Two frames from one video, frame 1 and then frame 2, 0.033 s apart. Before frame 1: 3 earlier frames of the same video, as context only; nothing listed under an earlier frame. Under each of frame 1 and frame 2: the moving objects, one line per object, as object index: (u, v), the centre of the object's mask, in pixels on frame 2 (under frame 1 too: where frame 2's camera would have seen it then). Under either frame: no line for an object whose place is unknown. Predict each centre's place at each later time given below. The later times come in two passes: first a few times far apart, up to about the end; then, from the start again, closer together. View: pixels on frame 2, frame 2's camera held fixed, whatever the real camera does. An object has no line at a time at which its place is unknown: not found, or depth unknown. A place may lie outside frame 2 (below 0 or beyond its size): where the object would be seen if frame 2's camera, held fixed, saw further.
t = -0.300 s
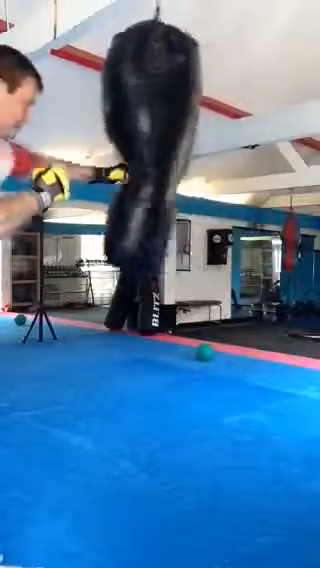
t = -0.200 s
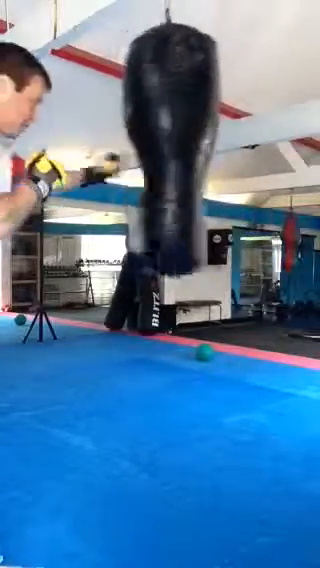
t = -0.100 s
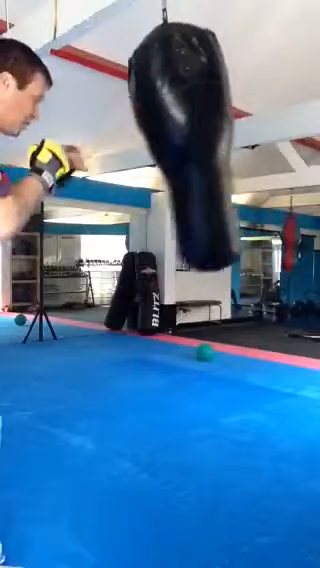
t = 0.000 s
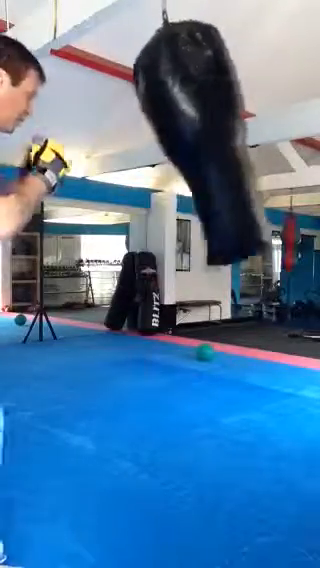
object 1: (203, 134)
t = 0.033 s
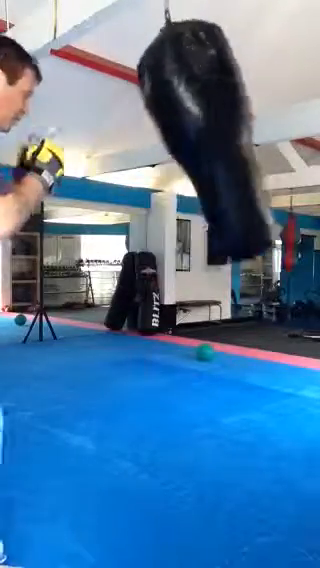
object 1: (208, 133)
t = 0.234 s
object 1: (220, 131)
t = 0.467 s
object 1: (202, 138)
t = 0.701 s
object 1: (144, 128)
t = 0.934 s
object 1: (94, 117)
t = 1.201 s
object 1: (98, 120)
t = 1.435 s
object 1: (142, 132)
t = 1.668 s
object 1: (192, 132)
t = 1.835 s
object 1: (217, 124)
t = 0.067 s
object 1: (212, 130)
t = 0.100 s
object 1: (216, 130)
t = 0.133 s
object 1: (219, 129)
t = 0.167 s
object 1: (220, 128)
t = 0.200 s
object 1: (220, 130)
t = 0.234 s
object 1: (220, 131)
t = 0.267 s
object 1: (219, 131)
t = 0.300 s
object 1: (219, 132)
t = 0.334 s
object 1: (217, 133)
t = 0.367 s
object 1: (216, 135)
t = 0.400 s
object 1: (212, 137)
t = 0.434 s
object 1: (208, 136)
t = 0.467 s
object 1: (202, 138)
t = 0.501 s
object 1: (194, 138)
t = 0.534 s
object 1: (187, 138)
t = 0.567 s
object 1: (178, 137)
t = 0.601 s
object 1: (171, 140)
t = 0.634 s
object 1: (163, 131)
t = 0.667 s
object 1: (153, 131)
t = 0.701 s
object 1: (144, 128)
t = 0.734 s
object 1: (134, 123)
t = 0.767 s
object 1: (125, 128)
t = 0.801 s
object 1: (118, 124)
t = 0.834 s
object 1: (111, 121)
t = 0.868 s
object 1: (105, 118)
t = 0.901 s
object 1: (99, 117)
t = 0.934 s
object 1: (94, 117)
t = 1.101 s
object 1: (90, 114)
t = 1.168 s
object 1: (95, 118)
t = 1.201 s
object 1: (98, 120)
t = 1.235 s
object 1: (103, 121)
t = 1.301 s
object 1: (114, 124)
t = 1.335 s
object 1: (120, 126)
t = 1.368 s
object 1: (127, 129)
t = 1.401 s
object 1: (135, 128)
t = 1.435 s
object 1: (142, 132)
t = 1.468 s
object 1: (150, 132)
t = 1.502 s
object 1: (157, 132)
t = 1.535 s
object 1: (164, 135)
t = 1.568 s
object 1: (172, 134)
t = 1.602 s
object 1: (179, 134)
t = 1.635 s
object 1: (186, 133)
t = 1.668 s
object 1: (192, 132)
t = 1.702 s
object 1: (198, 130)
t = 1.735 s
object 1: (204, 128)
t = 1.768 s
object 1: (209, 128)
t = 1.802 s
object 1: (212, 128)
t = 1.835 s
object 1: (217, 124)
